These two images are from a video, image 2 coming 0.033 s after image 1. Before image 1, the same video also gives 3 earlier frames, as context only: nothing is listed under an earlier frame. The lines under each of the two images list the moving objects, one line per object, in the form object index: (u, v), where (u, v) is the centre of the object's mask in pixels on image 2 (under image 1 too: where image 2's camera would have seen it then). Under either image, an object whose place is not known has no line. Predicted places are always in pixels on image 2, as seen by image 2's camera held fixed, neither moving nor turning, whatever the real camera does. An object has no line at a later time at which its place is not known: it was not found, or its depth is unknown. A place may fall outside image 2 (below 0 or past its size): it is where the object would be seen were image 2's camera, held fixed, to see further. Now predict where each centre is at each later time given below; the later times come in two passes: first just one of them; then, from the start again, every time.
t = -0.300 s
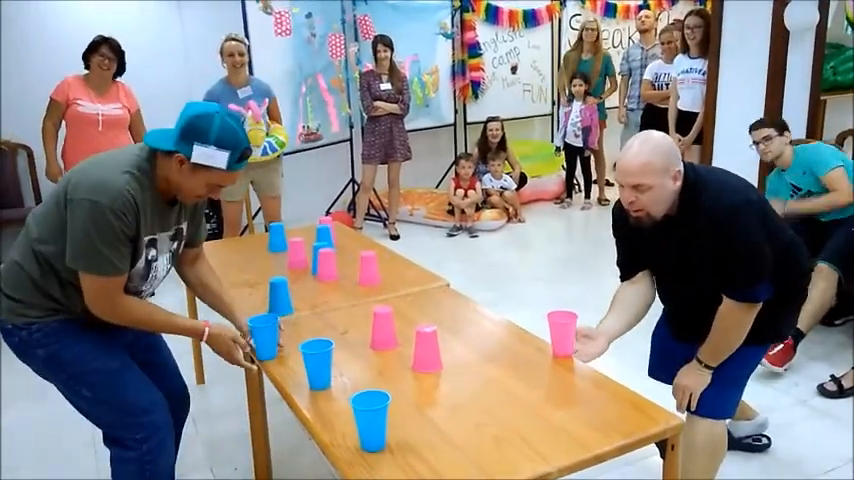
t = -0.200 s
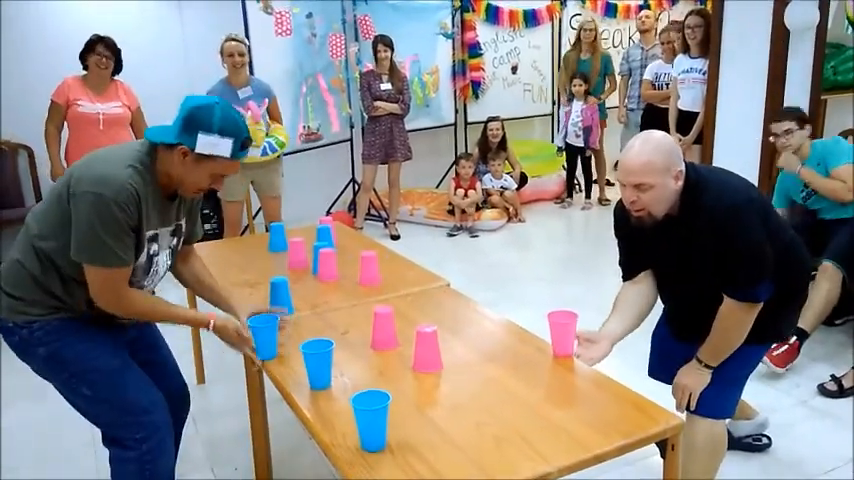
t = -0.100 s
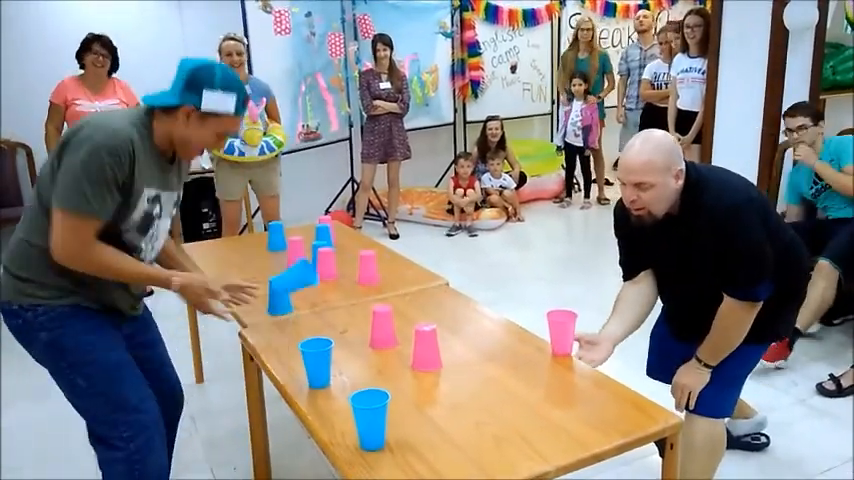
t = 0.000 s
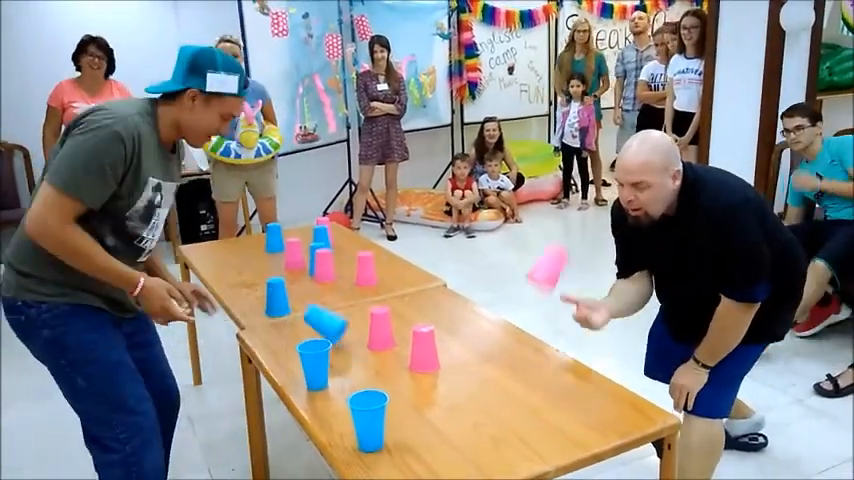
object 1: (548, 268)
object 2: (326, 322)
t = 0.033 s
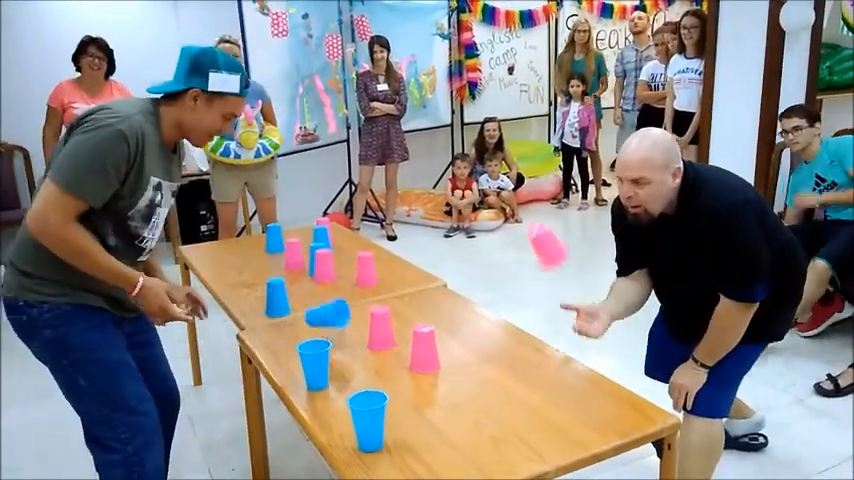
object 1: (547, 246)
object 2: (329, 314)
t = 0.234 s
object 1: (526, 363)
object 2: (343, 318)
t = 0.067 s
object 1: (541, 230)
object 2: (330, 312)
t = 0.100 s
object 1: (534, 232)
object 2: (332, 318)
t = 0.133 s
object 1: (527, 250)
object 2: (334, 318)
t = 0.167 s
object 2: (336, 315)
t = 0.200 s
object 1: (528, 320)
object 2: (338, 315)
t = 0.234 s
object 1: (526, 363)
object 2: (343, 318)
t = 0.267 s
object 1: (528, 346)
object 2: (343, 316)
